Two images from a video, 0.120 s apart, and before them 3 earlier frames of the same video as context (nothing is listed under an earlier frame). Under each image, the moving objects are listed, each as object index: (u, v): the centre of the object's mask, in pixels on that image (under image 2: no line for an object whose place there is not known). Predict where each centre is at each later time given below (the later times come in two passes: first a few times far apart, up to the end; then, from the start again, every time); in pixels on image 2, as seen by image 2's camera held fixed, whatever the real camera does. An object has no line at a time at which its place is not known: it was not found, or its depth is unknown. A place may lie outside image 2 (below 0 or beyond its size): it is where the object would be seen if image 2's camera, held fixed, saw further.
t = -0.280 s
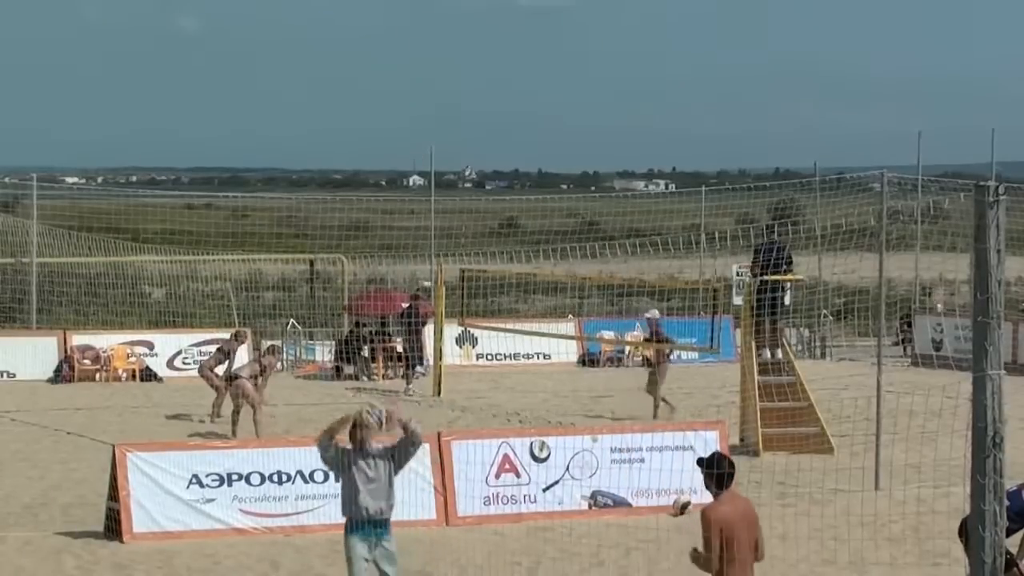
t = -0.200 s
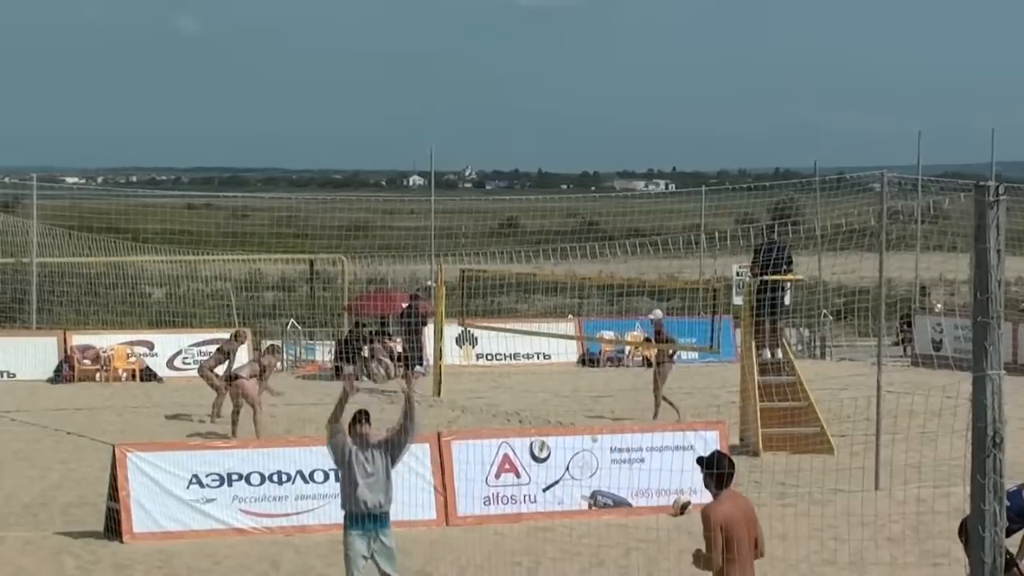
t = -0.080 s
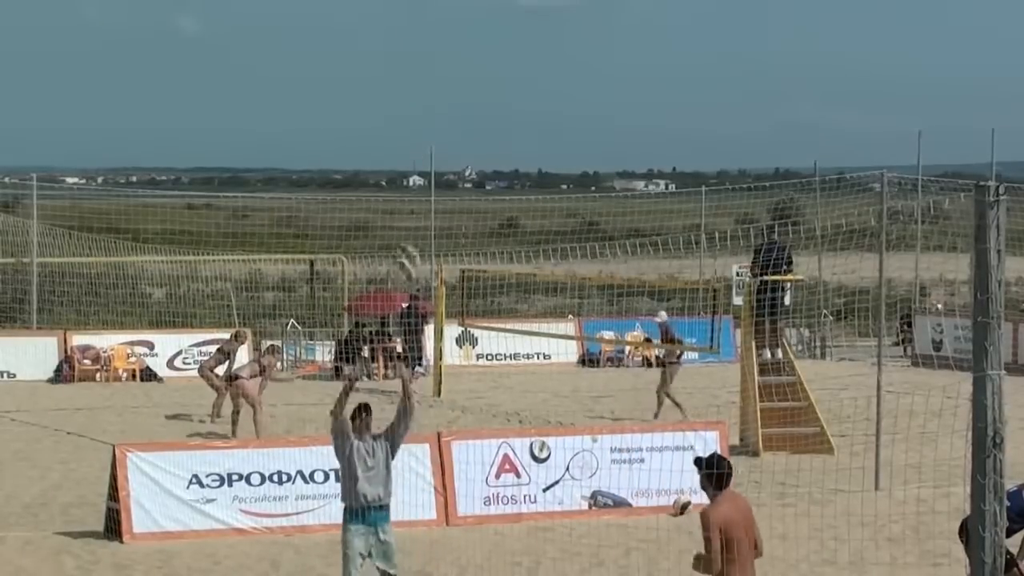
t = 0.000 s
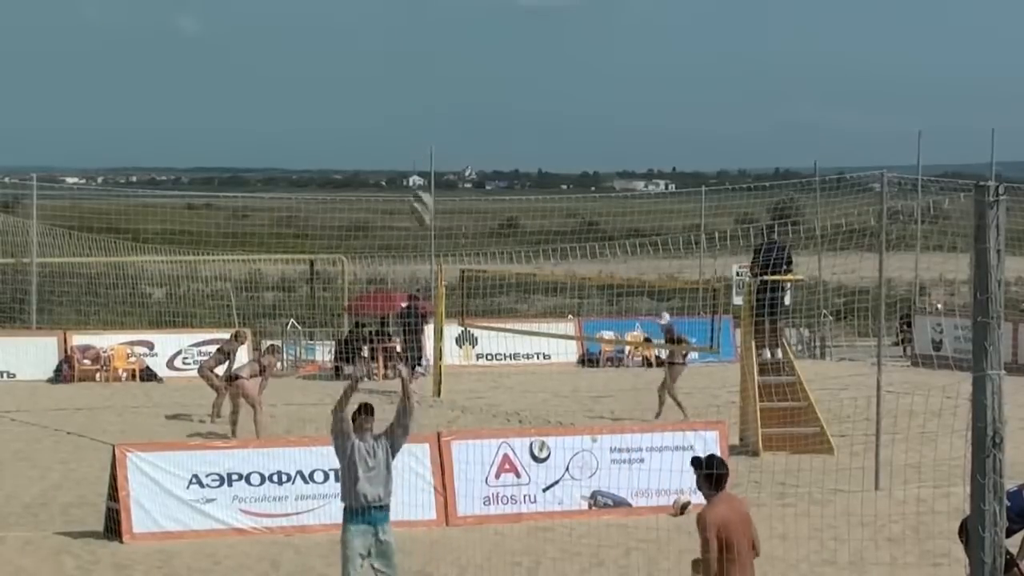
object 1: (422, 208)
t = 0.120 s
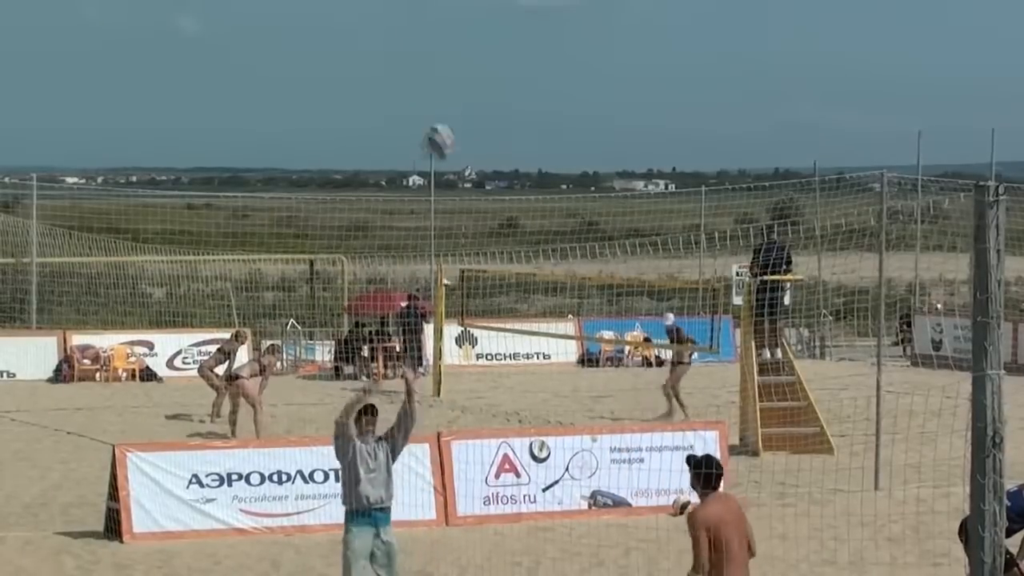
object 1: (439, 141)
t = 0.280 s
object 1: (463, 79)
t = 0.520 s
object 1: (503, 52)
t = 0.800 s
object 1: (553, 129)
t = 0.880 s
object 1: (566, 169)
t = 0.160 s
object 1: (446, 122)
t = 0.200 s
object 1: (450, 106)
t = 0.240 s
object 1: (458, 91)
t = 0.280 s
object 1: (463, 79)
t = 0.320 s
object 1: (471, 69)
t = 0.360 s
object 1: (477, 61)
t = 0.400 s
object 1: (484, 55)
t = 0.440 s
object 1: (491, 52)
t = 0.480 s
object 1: (496, 52)
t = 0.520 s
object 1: (503, 52)
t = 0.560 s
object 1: (510, 56)
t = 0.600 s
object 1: (518, 62)
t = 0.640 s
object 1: (525, 71)
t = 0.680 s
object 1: (531, 81)
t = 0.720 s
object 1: (538, 94)
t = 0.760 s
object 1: (545, 110)
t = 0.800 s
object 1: (553, 129)
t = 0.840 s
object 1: (560, 149)
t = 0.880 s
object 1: (566, 169)
